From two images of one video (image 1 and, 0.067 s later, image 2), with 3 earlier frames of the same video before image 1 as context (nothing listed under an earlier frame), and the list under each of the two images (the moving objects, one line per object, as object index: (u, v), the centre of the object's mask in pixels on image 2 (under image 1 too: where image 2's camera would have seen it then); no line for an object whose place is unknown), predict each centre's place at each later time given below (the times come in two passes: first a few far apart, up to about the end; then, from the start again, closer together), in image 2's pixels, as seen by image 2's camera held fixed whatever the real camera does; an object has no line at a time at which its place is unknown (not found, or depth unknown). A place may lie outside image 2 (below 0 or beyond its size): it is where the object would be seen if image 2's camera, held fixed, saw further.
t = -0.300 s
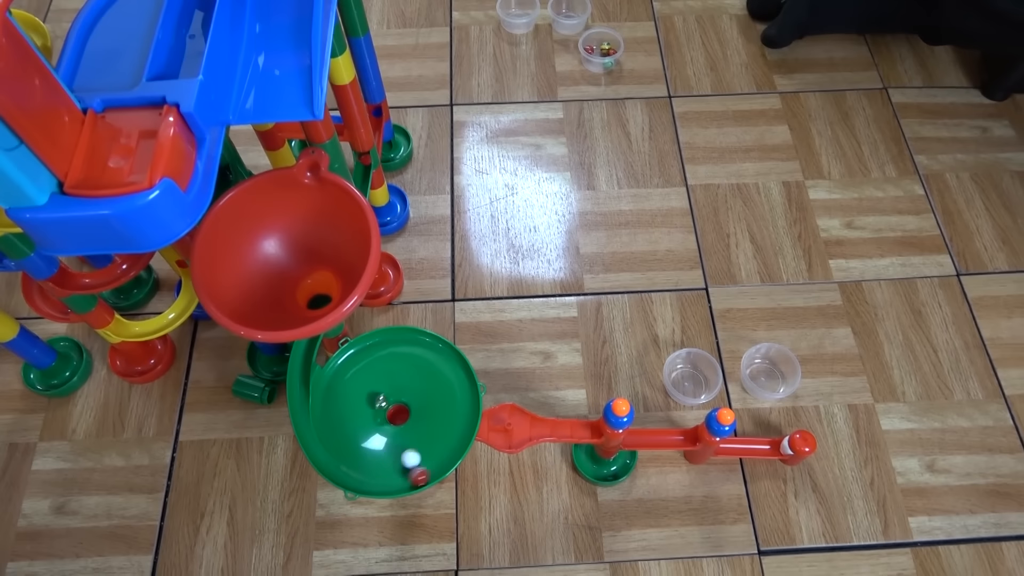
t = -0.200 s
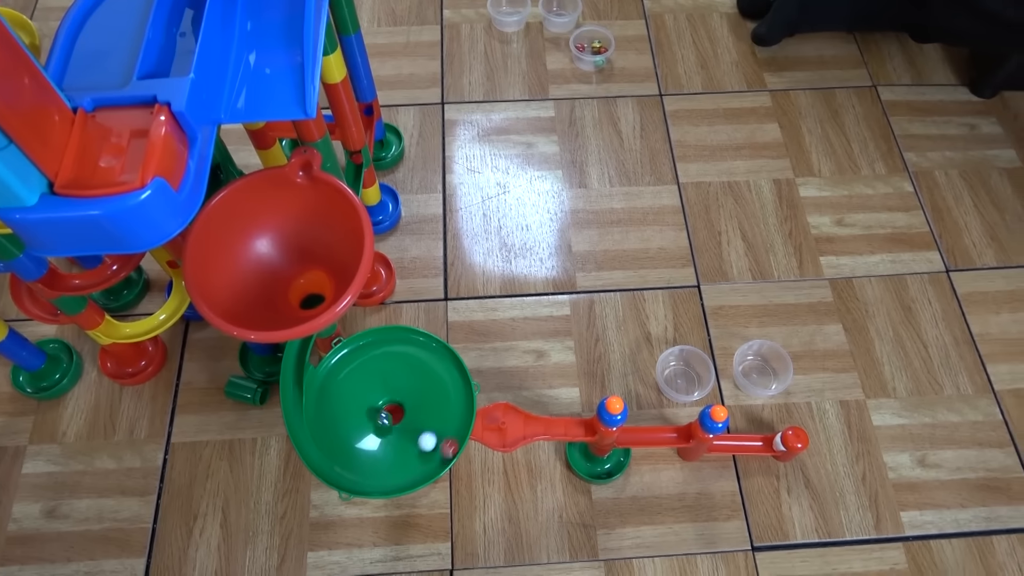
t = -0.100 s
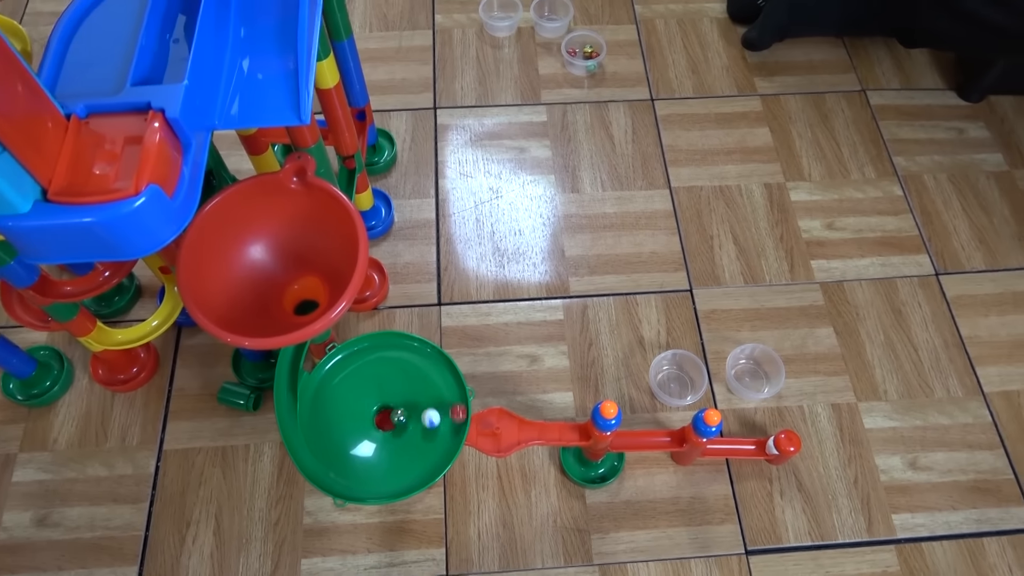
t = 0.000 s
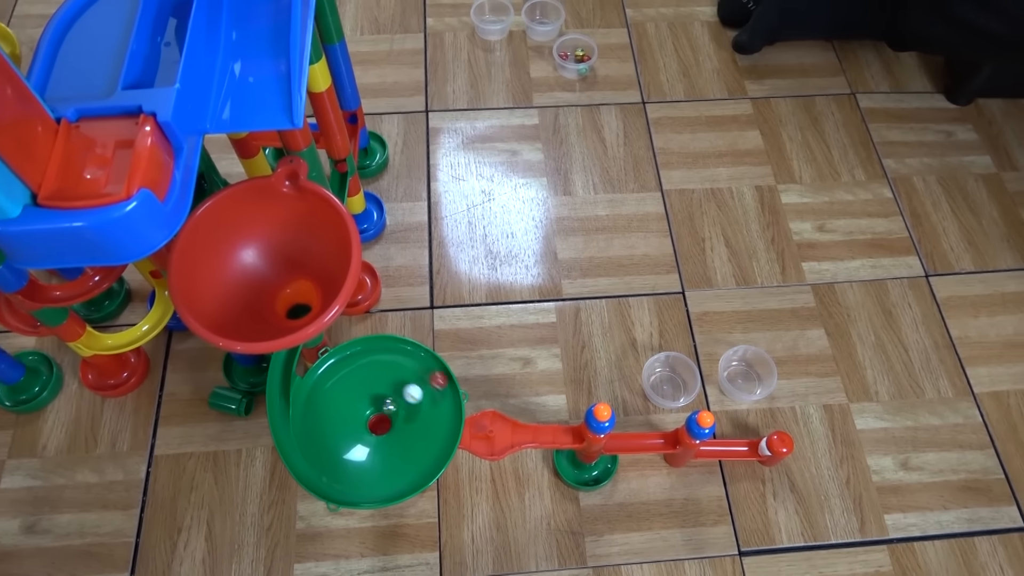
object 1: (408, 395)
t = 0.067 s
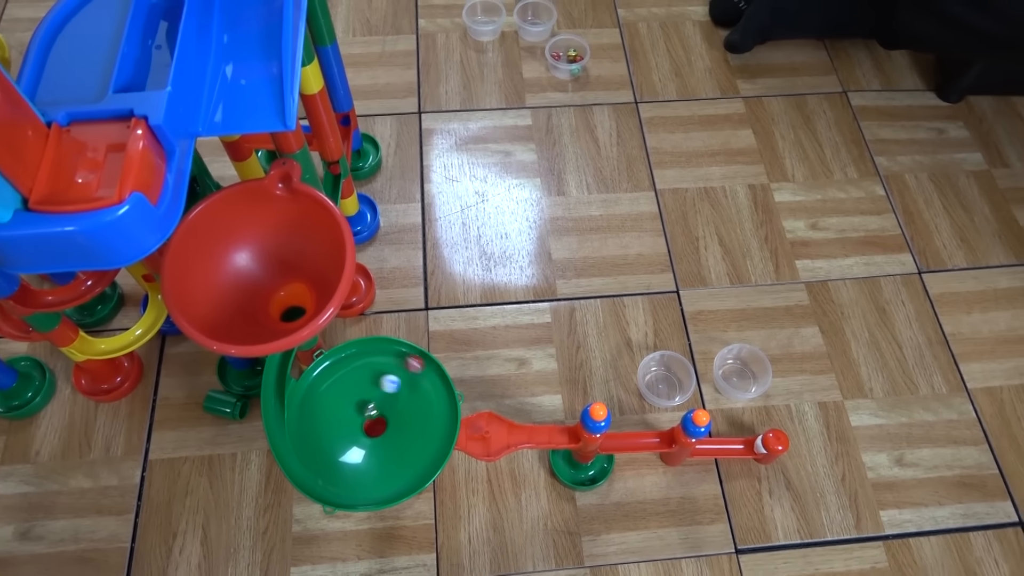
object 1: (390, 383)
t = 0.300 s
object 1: (331, 418)
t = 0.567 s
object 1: (396, 451)
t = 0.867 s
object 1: (402, 385)
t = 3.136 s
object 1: (363, 391)
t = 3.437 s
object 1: (391, 444)
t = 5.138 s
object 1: (390, 433)
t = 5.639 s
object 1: (382, 414)
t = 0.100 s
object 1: (379, 381)
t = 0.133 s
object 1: (368, 382)
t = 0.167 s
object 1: (356, 385)
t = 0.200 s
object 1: (346, 390)
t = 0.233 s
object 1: (339, 398)
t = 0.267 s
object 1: (334, 407)
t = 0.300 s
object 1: (331, 418)
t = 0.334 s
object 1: (332, 429)
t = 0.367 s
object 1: (336, 438)
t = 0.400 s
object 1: (342, 447)
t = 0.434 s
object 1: (352, 453)
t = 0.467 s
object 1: (364, 457)
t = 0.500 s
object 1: (374, 458)
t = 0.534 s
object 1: (386, 455)
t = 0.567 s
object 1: (396, 451)
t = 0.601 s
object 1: (405, 445)
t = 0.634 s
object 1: (413, 437)
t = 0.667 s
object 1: (418, 429)
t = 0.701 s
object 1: (421, 420)
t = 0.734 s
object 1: (421, 411)
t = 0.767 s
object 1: (420, 403)
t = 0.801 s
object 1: (416, 395)
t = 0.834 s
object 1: (410, 390)
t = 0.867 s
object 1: (402, 385)
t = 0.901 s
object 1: (393, 383)
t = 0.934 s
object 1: (384, 383)
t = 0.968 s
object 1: (372, 387)
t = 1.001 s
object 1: (361, 392)
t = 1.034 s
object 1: (352, 401)
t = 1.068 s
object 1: (345, 412)
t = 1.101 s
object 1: (341, 424)
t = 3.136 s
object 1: (363, 391)
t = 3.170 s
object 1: (355, 398)
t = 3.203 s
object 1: (350, 408)
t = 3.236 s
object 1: (349, 419)
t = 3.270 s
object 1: (351, 430)
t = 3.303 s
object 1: (356, 438)
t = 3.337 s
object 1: (365, 444)
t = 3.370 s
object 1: (374, 447)
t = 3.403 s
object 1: (384, 447)
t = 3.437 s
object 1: (391, 444)
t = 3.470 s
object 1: (398, 439)
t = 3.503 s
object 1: (402, 433)
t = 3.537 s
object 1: (405, 426)
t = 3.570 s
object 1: (404, 418)
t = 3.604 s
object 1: (401, 410)
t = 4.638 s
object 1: (387, 429)
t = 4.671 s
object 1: (391, 420)
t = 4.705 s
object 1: (391, 411)
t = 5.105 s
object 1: (385, 437)
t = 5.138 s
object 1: (390, 433)
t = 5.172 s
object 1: (393, 427)
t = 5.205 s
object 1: (393, 420)
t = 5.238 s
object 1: (390, 413)
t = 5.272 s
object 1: (384, 407)
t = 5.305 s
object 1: (376, 404)
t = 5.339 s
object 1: (370, 410)
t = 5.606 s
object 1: (389, 417)
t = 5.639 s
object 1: (382, 414)
